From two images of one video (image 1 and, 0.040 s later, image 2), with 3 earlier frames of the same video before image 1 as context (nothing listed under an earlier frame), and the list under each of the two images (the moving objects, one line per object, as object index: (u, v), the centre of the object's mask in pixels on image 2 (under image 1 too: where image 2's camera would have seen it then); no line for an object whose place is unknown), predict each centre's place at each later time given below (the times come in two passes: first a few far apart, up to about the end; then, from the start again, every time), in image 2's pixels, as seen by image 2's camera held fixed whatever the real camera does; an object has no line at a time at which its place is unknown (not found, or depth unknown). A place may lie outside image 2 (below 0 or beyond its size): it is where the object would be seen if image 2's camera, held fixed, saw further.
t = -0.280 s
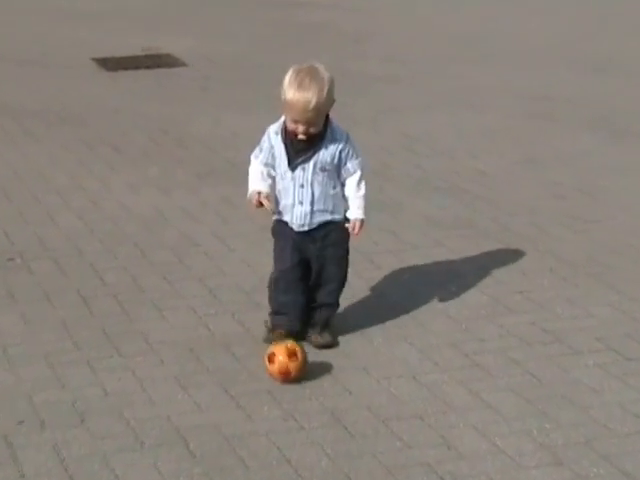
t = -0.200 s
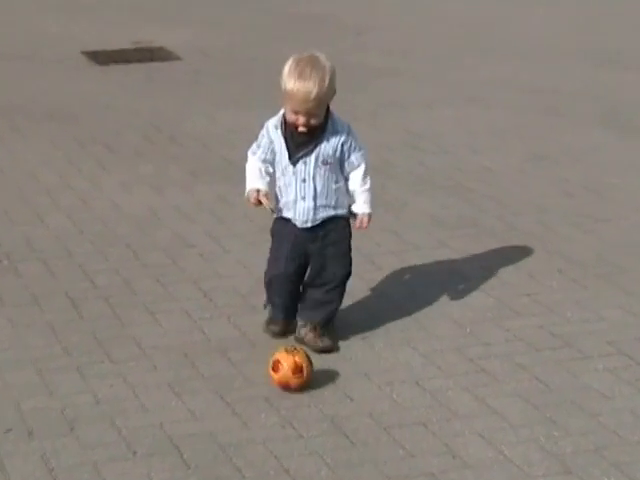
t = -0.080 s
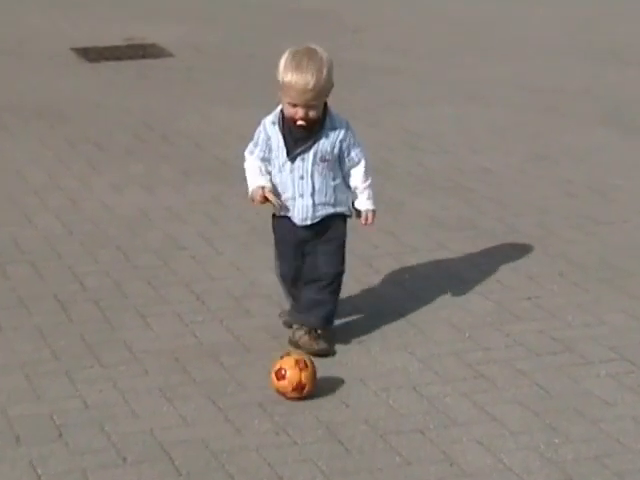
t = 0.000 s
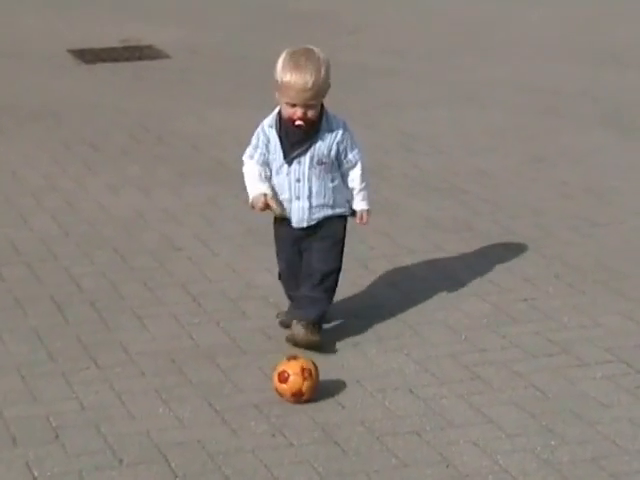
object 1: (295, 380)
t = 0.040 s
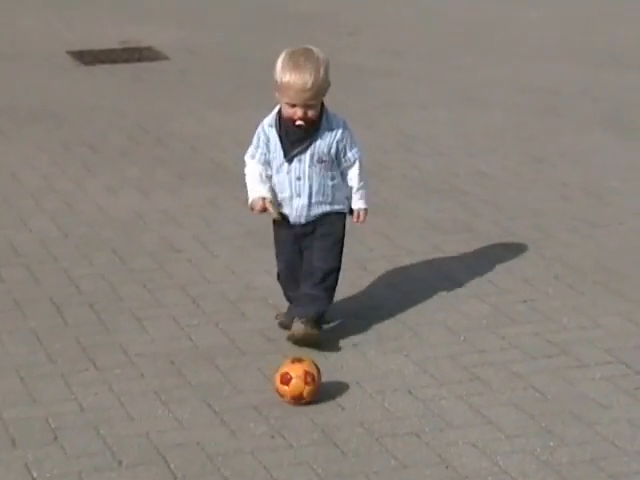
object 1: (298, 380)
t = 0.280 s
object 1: (315, 381)
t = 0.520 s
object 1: (338, 379)
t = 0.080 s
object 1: (301, 381)
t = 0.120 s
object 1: (303, 381)
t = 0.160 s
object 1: (306, 381)
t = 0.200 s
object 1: (309, 381)
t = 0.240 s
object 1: (312, 381)
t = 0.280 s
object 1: (315, 381)
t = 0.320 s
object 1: (319, 380)
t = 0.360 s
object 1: (323, 380)
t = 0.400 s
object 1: (327, 379)
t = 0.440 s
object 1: (332, 379)
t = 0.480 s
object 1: (335, 380)
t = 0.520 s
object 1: (338, 379)
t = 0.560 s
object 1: (341, 379)
